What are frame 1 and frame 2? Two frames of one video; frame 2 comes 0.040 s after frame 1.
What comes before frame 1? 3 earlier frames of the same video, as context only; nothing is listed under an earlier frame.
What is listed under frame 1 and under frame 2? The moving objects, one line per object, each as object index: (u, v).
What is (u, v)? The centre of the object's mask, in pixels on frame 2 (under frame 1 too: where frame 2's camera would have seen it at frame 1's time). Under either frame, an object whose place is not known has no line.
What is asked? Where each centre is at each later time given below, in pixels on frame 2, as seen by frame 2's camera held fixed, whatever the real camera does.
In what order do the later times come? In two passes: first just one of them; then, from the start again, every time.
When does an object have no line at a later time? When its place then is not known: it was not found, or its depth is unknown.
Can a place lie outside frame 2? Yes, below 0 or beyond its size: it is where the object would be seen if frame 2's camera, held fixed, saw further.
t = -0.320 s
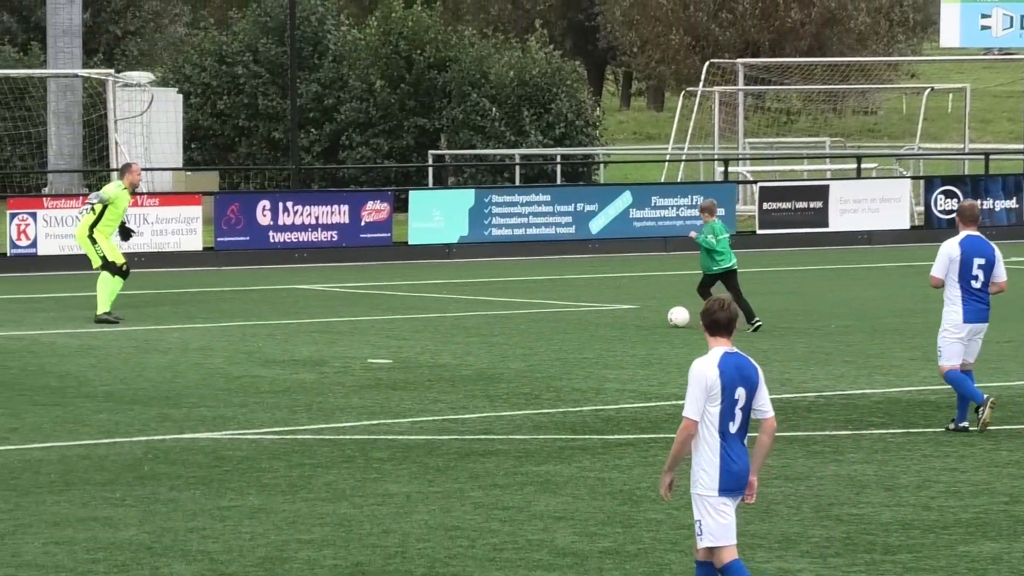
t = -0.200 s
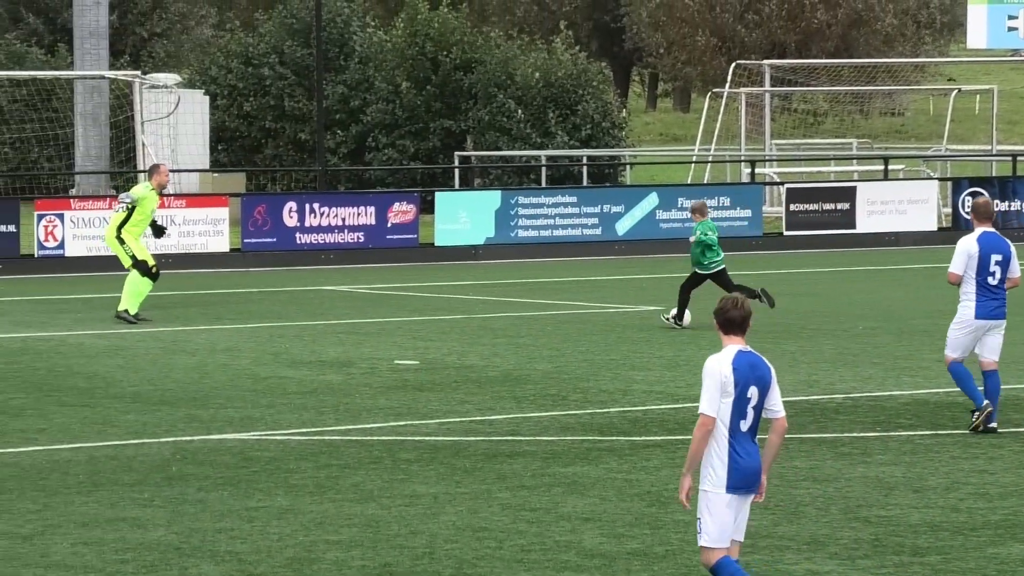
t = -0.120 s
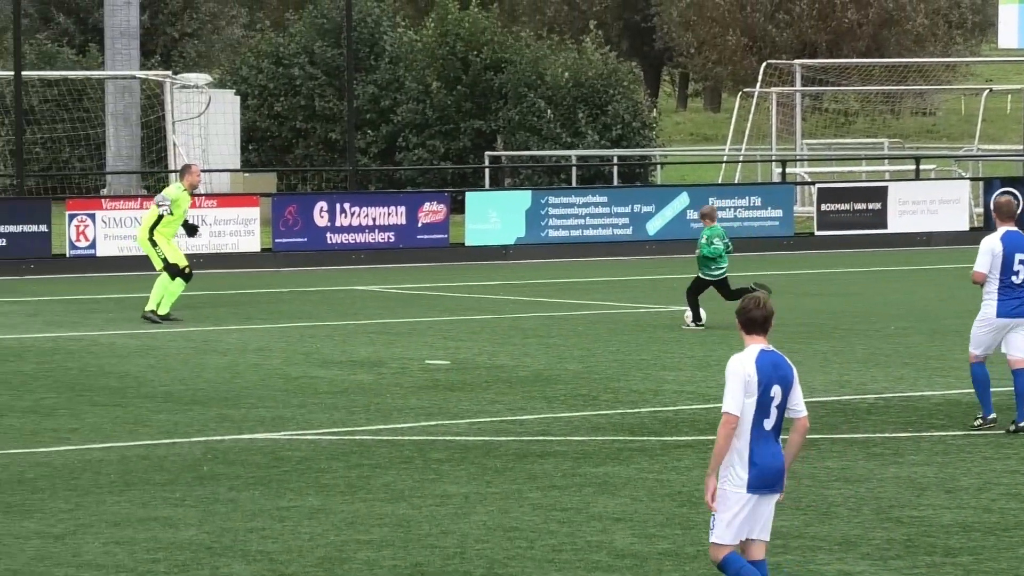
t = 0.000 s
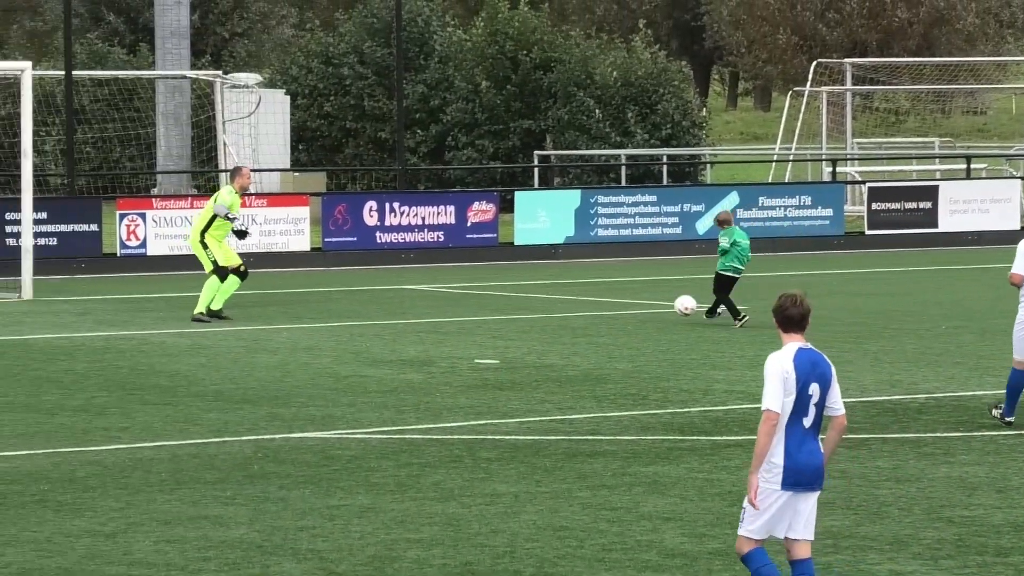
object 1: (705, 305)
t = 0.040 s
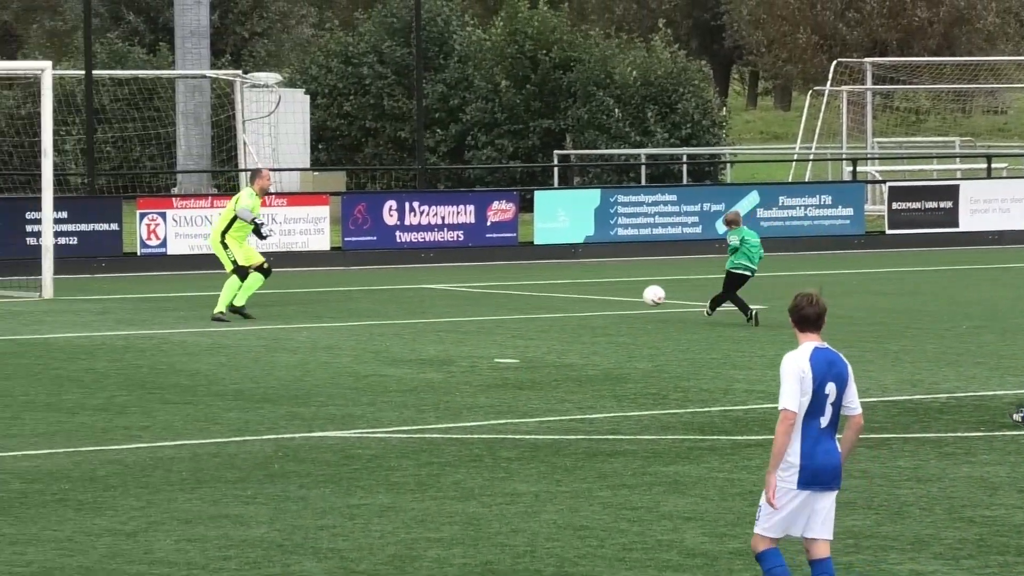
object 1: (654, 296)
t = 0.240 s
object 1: (409, 271)
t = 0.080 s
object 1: (604, 288)
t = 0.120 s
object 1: (554, 281)
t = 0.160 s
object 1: (506, 276)
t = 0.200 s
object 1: (457, 273)
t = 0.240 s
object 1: (409, 271)
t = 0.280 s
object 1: (361, 270)
